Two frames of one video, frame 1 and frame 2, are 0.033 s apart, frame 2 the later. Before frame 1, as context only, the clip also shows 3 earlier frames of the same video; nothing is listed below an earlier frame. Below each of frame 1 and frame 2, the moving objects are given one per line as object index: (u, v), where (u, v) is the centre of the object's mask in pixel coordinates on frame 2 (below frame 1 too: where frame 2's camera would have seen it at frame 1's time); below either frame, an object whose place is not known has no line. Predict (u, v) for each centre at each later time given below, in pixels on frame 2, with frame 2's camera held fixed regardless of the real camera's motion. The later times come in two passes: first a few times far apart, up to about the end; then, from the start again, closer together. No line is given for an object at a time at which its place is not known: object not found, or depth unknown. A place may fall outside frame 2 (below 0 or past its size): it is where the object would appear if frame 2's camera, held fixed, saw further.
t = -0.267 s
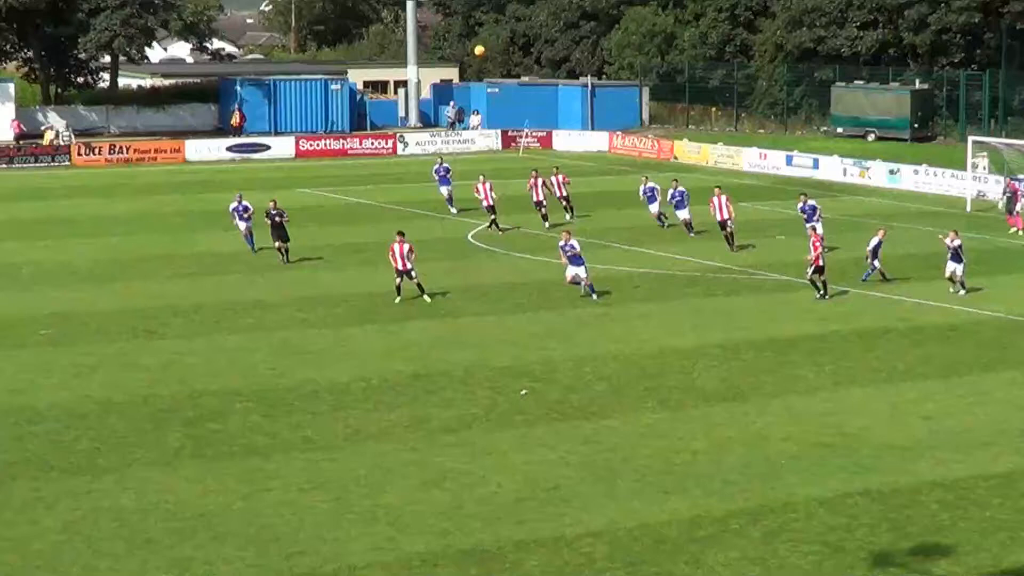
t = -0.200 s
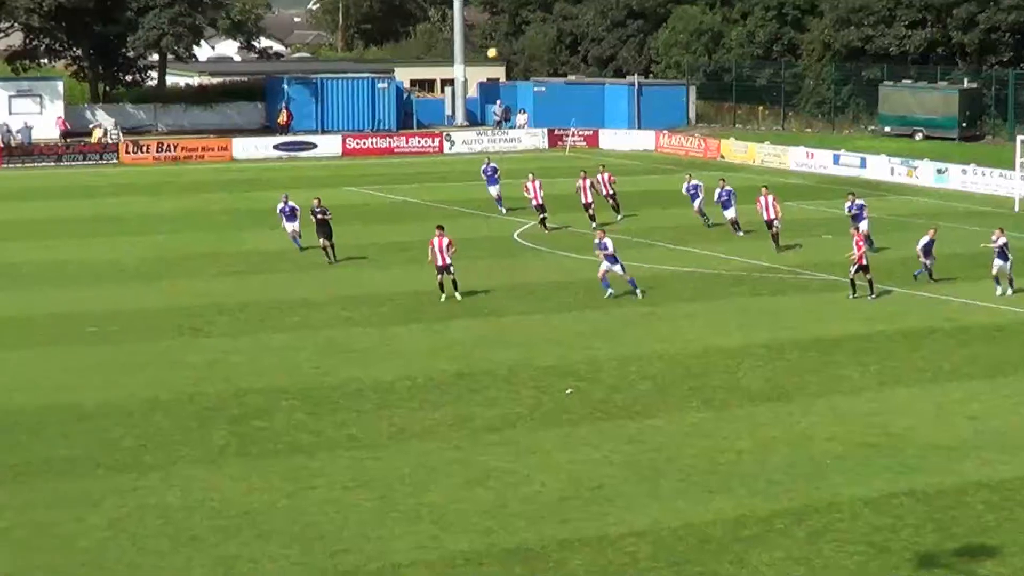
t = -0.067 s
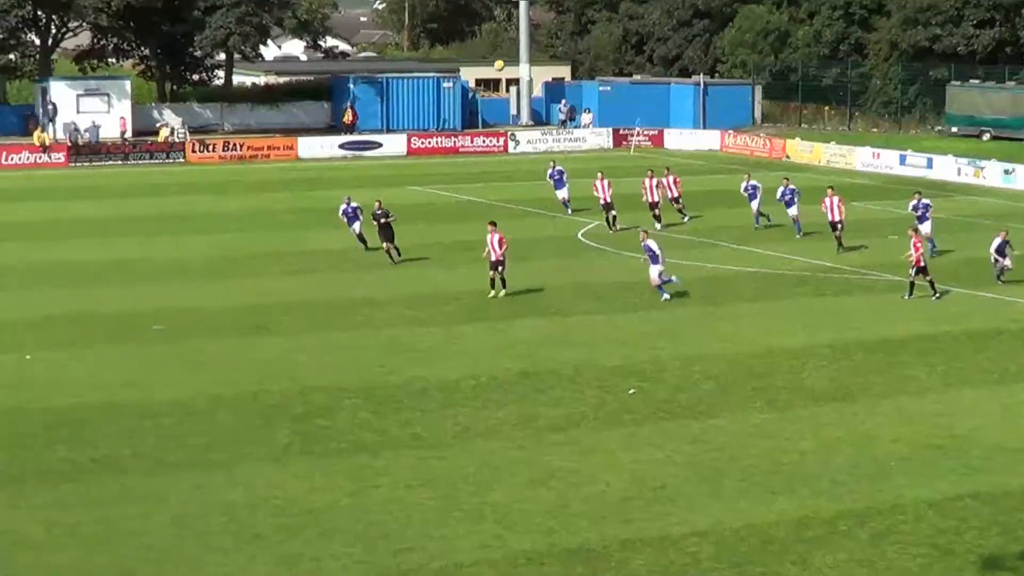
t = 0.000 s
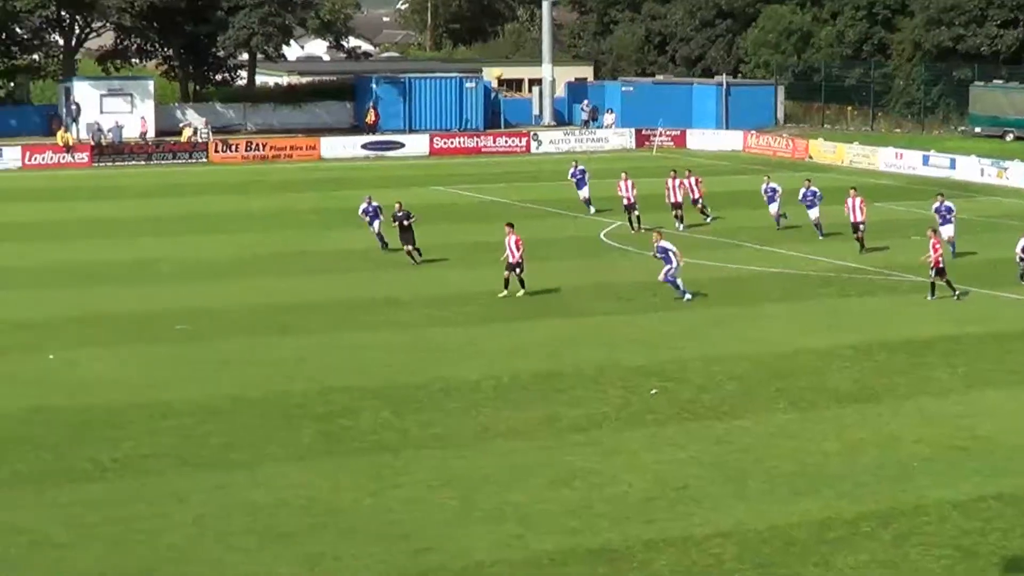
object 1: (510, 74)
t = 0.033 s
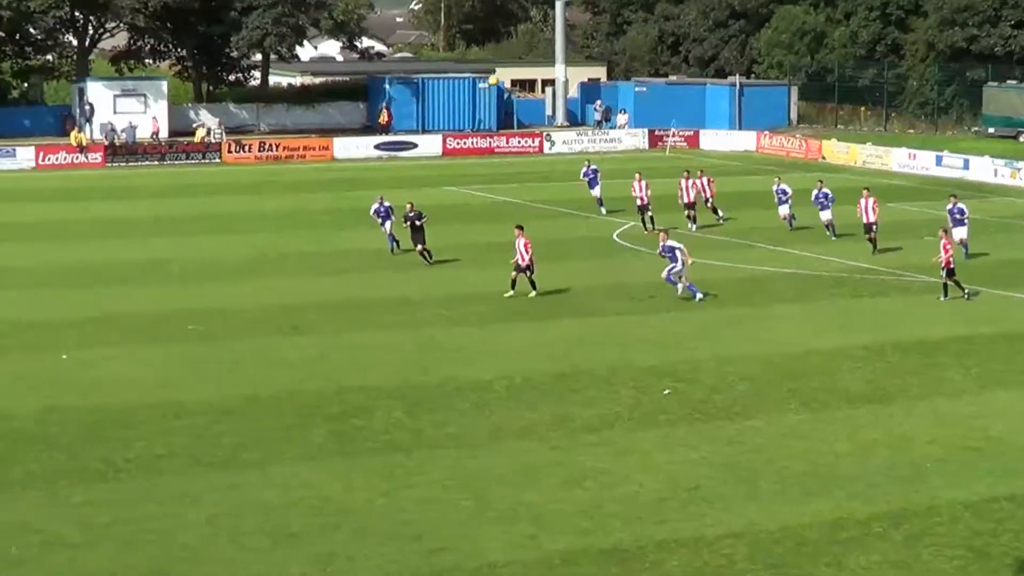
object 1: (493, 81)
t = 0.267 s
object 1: (395, 132)
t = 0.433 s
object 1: (328, 180)
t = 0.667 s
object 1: (226, 274)
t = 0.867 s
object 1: (154, 331)
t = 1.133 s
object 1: (113, 268)
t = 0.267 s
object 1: (395, 132)
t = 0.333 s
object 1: (370, 150)
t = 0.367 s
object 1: (362, 156)
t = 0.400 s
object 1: (345, 167)
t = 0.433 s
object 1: (328, 180)
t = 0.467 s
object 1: (311, 194)
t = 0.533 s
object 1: (286, 216)
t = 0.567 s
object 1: (277, 224)
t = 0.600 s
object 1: (260, 240)
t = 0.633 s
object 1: (243, 257)
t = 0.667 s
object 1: (226, 274)
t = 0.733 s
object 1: (201, 302)
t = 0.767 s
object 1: (191, 311)
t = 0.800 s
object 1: (174, 331)
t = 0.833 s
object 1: (161, 344)
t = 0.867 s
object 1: (154, 331)
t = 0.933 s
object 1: (145, 314)
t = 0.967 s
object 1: (142, 308)
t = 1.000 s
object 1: (135, 298)
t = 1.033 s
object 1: (129, 289)
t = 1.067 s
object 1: (123, 280)
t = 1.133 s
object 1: (113, 268)
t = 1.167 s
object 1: (109, 265)
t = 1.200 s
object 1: (103, 259)
